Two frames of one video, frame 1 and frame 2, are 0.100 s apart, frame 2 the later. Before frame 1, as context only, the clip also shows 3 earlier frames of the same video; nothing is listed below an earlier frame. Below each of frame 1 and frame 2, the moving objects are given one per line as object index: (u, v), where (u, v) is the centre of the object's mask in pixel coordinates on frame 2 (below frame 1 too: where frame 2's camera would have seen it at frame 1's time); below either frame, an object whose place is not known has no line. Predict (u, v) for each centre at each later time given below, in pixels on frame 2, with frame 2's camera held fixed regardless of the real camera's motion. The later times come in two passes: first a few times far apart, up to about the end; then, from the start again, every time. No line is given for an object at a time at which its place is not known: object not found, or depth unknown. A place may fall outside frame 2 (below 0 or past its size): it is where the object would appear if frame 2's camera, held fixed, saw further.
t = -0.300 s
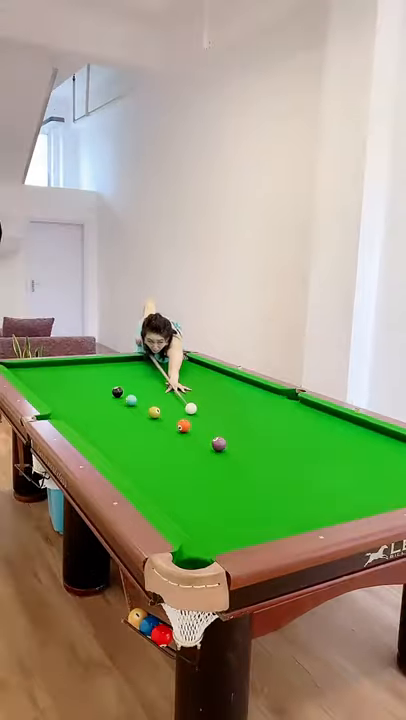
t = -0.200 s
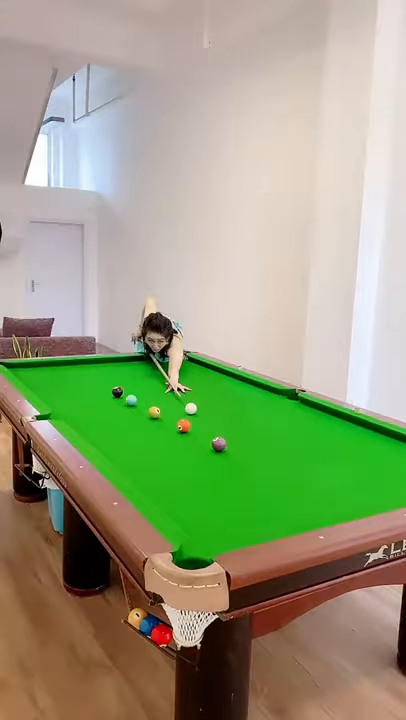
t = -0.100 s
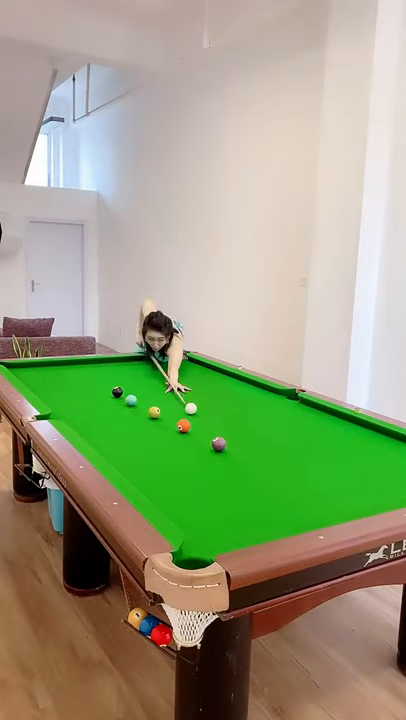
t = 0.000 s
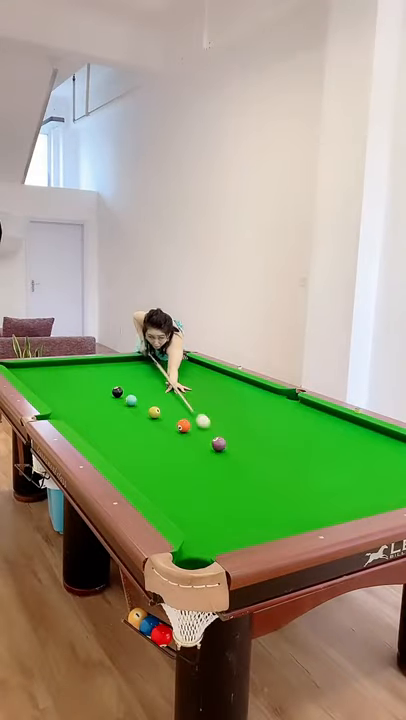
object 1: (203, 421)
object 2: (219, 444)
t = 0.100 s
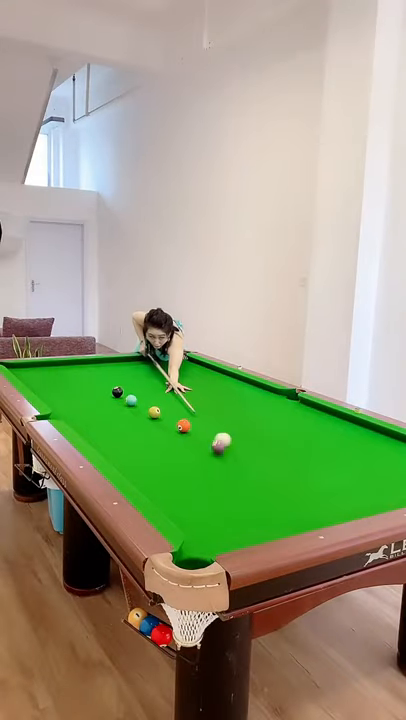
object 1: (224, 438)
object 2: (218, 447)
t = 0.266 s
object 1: (253, 441)
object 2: (215, 487)
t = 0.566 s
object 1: (287, 435)
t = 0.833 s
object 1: (312, 431)
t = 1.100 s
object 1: (334, 427)
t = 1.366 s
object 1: (354, 423)
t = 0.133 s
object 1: (230, 440)
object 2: (217, 453)
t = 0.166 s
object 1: (236, 441)
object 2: (217, 461)
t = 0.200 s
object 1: (242, 441)
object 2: (216, 469)
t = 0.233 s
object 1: (248, 441)
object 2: (215, 478)
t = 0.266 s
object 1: (253, 441)
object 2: (215, 487)
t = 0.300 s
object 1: (258, 440)
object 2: (213, 497)
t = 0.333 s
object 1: (263, 440)
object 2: (212, 507)
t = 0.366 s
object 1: (266, 440)
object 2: (212, 517)
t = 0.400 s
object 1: (270, 439)
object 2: (210, 528)
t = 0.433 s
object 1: (273, 438)
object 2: (209, 539)
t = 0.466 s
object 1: (277, 437)
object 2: (202, 550)
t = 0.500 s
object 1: (280, 437)
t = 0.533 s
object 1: (283, 436)
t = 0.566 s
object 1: (287, 435)
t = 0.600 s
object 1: (290, 435)
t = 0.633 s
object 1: (293, 434)
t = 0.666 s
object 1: (296, 433)
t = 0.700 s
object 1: (299, 433)
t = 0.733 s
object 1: (303, 433)
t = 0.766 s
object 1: (305, 432)
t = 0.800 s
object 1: (308, 431)
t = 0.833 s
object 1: (312, 431)
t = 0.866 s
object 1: (315, 430)
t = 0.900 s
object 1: (318, 430)
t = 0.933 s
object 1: (320, 429)
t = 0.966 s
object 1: (323, 429)
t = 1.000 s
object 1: (326, 428)
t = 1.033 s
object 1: (329, 428)
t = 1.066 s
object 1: (331, 427)
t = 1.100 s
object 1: (334, 427)
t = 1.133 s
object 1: (337, 426)
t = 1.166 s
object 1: (339, 426)
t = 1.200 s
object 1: (342, 425)
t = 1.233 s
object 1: (344, 425)
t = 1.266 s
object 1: (347, 424)
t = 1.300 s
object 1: (349, 424)
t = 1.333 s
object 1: (352, 423)
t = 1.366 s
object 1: (354, 423)
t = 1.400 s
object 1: (357, 422)
